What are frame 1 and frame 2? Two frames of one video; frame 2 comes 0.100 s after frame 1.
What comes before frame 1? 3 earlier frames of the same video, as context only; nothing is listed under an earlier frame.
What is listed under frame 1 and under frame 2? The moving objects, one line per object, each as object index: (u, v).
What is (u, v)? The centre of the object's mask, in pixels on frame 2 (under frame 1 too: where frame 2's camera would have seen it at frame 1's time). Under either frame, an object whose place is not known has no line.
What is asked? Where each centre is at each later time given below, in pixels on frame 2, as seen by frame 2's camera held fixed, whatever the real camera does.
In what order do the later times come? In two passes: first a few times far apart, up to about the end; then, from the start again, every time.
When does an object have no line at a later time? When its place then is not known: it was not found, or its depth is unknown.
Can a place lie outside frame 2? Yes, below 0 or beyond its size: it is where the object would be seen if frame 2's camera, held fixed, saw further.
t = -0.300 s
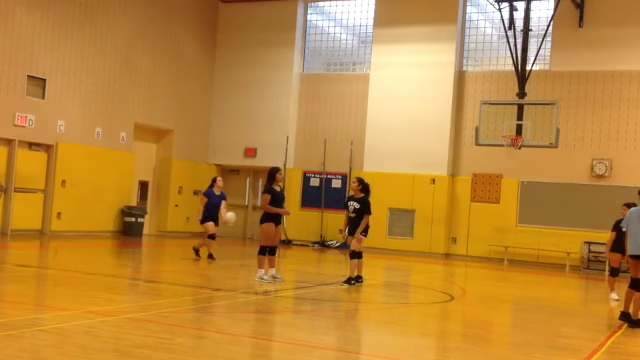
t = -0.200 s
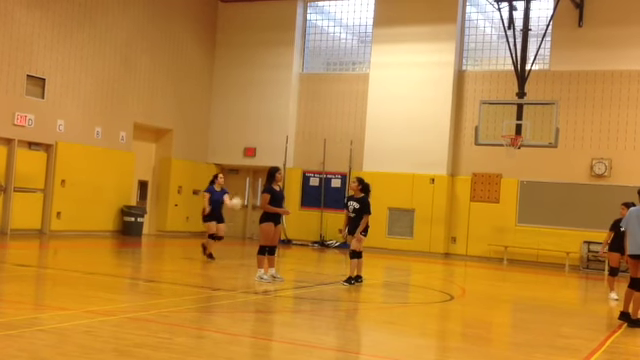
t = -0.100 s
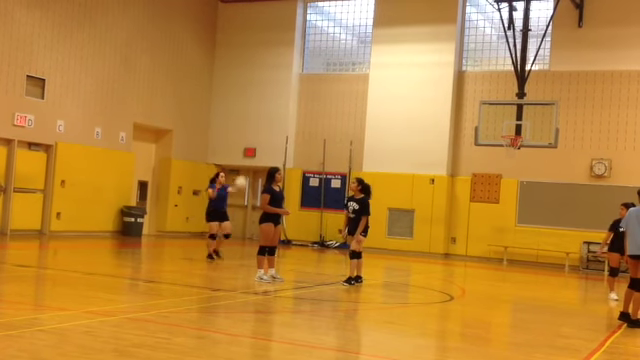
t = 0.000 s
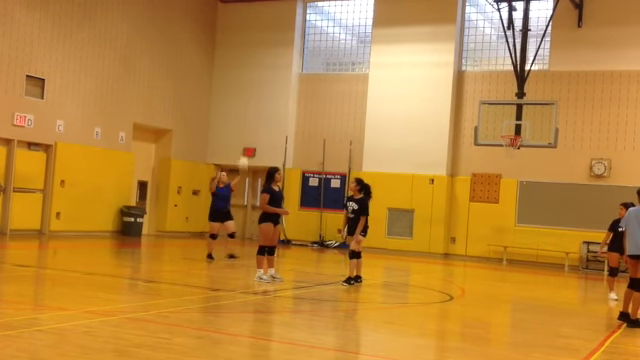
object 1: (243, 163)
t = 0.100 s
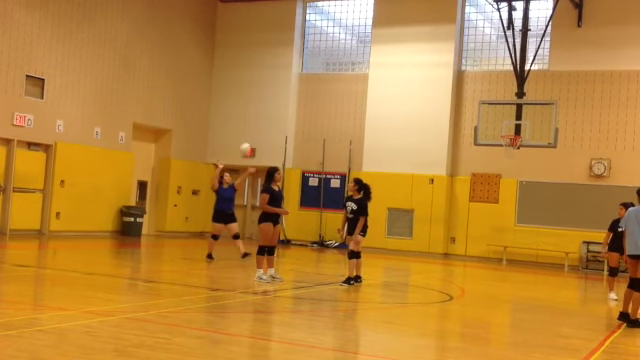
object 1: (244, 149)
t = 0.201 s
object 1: (246, 140)
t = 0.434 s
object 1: (248, 140)
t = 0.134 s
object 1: (245, 145)
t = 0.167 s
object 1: (246, 142)
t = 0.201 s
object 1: (246, 140)
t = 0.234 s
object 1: (246, 139)
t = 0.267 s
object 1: (247, 138)
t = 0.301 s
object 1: (247, 138)
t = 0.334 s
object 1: (247, 138)
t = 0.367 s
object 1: (248, 139)
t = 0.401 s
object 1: (248, 139)
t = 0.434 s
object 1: (248, 140)
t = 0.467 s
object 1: (248, 141)
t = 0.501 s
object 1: (248, 145)
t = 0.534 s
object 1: (248, 148)
